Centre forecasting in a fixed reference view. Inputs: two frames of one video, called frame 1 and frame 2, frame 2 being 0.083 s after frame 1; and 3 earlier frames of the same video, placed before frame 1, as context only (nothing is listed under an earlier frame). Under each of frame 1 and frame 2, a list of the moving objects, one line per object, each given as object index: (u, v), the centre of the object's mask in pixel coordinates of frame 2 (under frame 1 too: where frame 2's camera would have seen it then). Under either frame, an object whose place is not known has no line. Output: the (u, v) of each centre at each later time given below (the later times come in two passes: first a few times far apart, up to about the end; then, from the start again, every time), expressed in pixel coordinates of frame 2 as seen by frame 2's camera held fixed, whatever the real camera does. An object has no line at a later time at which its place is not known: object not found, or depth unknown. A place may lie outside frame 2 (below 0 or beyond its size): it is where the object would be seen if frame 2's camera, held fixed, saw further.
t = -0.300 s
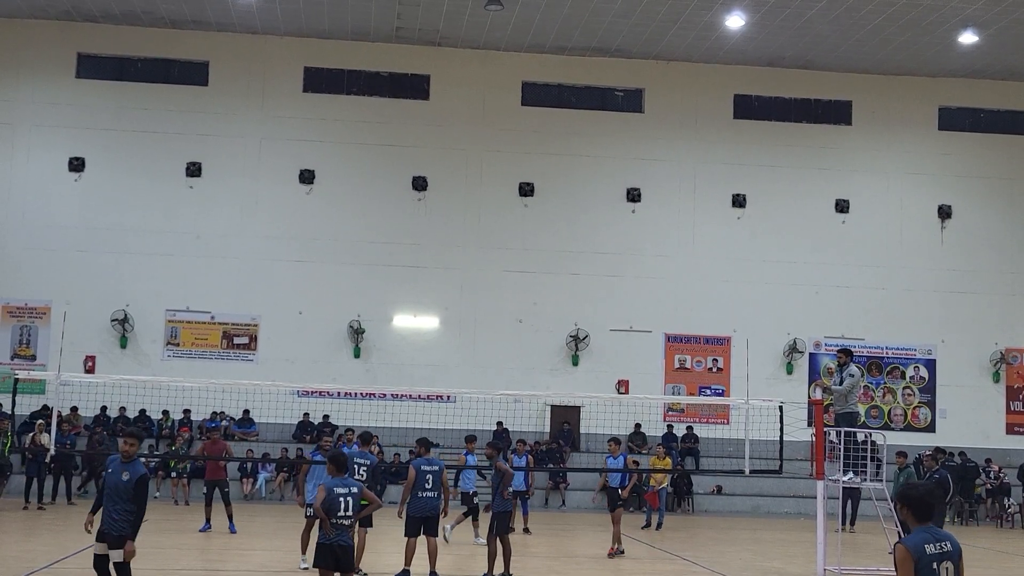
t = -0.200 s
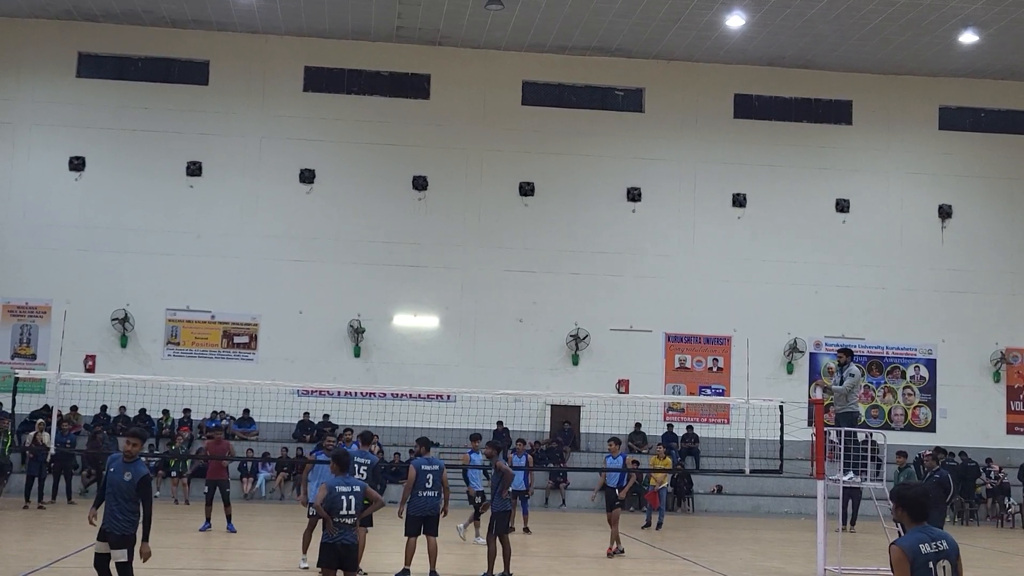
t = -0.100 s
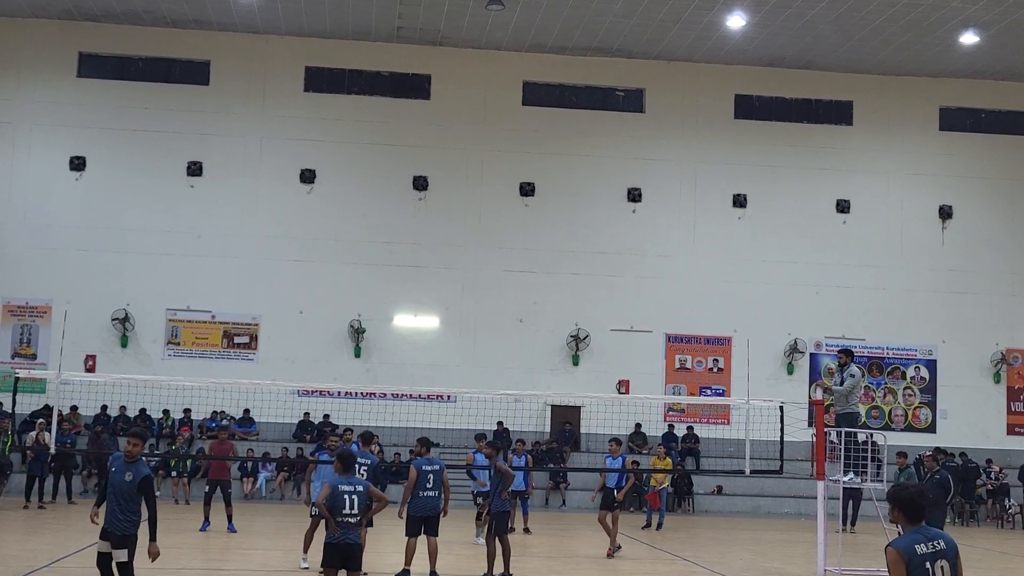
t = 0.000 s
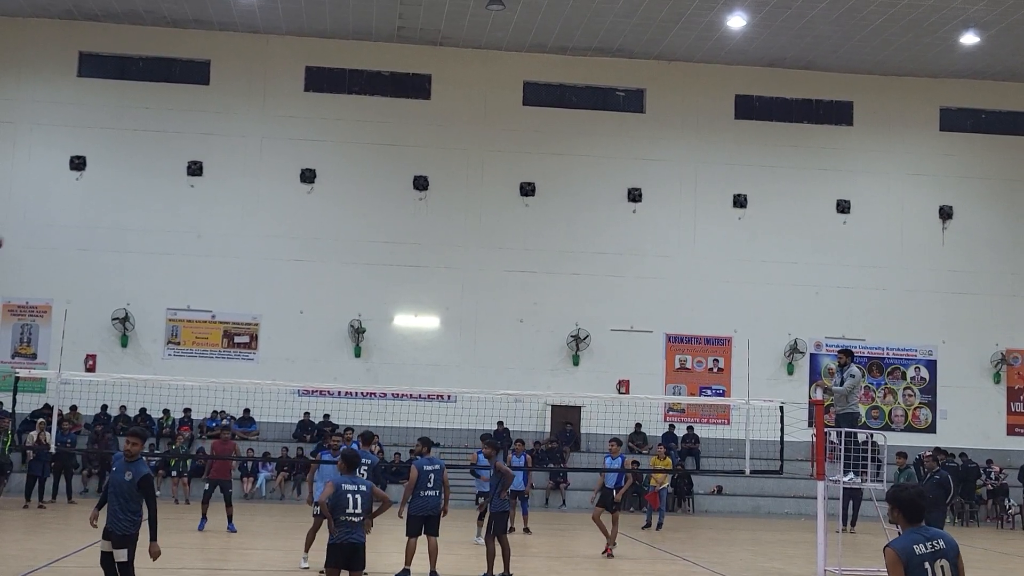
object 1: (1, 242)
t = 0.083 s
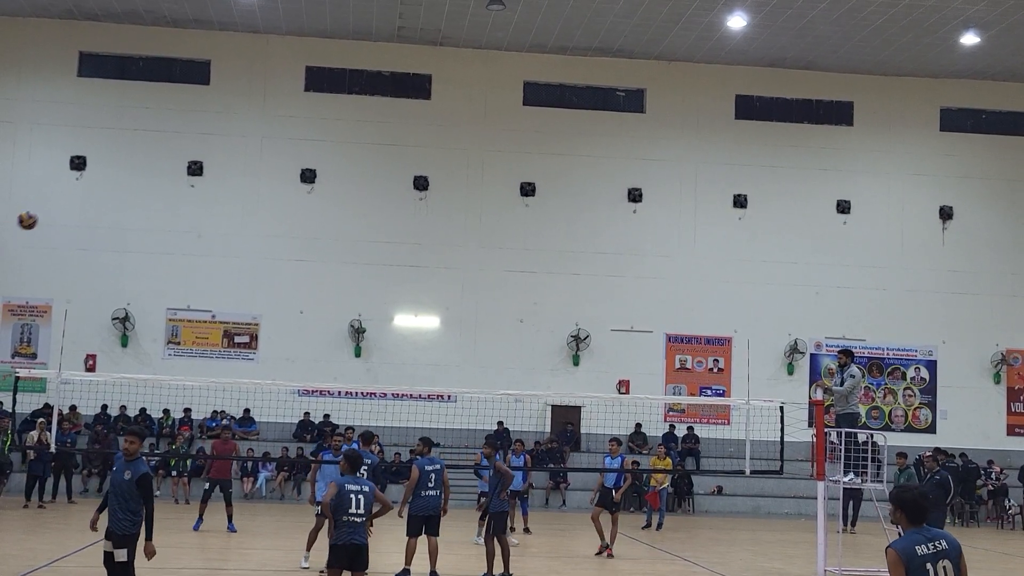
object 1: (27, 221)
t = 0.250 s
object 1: (98, 194)
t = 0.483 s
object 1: (213, 193)
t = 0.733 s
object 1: (359, 259)
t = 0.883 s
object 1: (464, 342)
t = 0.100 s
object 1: (34, 217)
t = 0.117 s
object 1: (41, 213)
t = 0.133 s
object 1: (48, 211)
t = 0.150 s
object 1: (55, 207)
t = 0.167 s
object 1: (62, 205)
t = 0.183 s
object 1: (70, 202)
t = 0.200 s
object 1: (76, 199)
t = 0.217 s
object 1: (84, 197)
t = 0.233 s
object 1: (91, 195)
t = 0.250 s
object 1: (98, 194)
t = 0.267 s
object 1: (106, 192)
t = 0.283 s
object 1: (114, 190)
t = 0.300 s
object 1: (122, 189)
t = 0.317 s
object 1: (129, 188)
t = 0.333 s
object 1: (137, 188)
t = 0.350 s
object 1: (145, 187)
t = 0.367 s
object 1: (153, 187)
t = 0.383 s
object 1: (162, 188)
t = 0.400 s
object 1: (170, 188)
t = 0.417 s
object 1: (179, 189)
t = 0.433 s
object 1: (187, 189)
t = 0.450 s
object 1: (196, 190)
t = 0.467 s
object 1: (204, 191)
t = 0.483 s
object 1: (213, 193)
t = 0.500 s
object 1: (221, 196)
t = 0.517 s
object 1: (231, 198)
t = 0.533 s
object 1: (240, 200)
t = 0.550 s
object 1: (249, 203)
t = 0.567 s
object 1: (259, 206)
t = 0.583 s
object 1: (268, 210)
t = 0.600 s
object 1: (278, 214)
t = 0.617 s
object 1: (287, 218)
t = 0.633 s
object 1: (297, 223)
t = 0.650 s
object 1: (307, 228)
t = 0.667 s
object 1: (317, 234)
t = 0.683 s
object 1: (328, 239)
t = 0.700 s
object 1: (338, 245)
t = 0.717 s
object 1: (348, 251)
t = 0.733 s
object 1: (359, 259)
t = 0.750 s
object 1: (370, 266)
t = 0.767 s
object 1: (381, 274)
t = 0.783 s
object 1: (393, 282)
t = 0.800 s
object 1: (404, 291)
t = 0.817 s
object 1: (416, 300)
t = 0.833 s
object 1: (427, 308)
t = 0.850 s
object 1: (440, 320)
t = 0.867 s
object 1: (452, 330)
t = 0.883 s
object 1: (464, 342)
